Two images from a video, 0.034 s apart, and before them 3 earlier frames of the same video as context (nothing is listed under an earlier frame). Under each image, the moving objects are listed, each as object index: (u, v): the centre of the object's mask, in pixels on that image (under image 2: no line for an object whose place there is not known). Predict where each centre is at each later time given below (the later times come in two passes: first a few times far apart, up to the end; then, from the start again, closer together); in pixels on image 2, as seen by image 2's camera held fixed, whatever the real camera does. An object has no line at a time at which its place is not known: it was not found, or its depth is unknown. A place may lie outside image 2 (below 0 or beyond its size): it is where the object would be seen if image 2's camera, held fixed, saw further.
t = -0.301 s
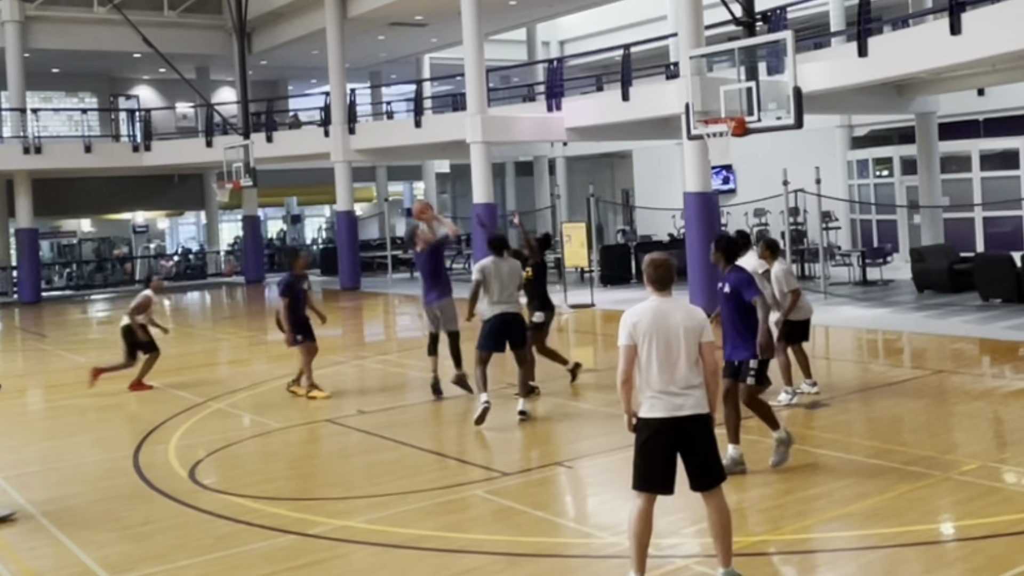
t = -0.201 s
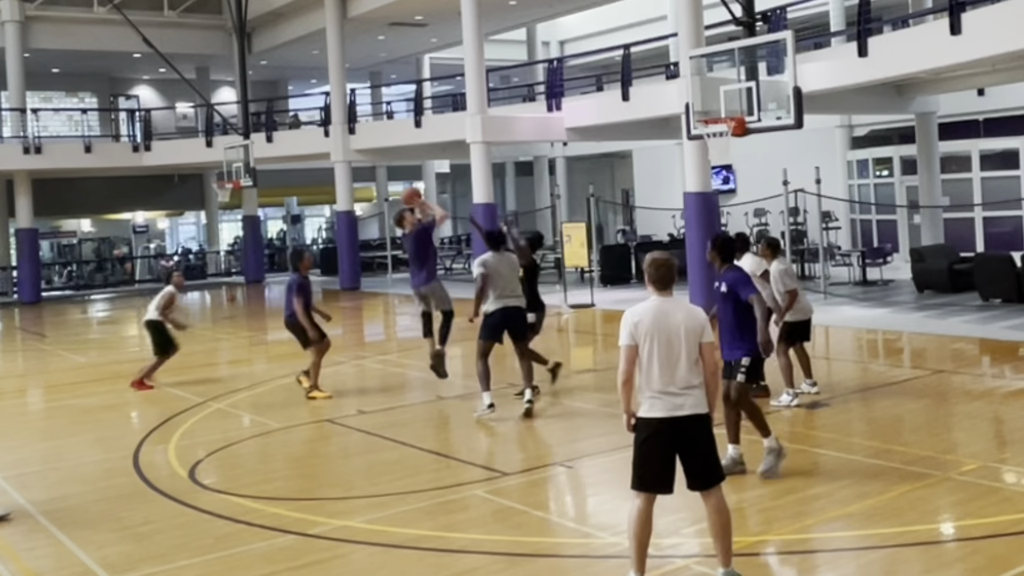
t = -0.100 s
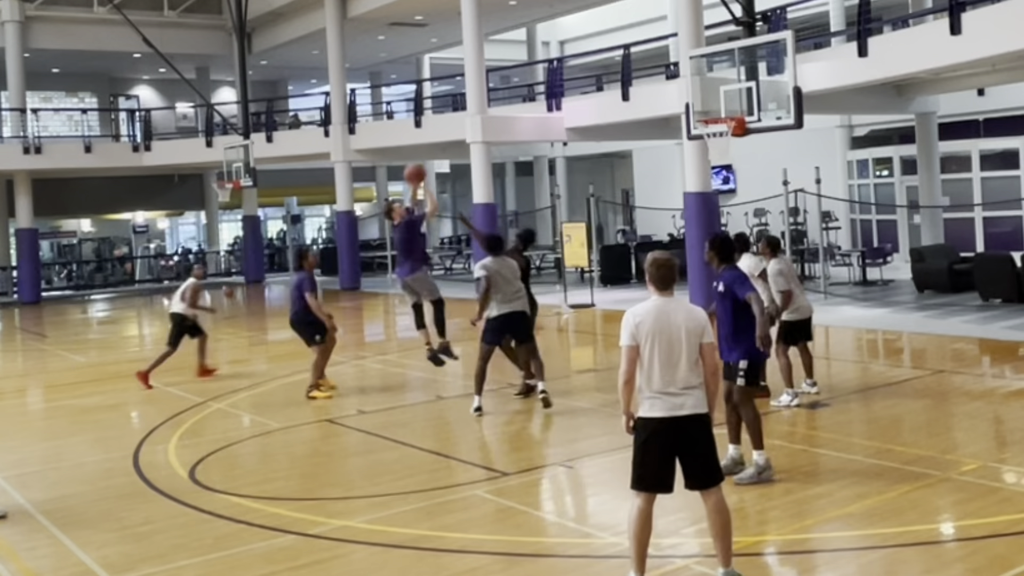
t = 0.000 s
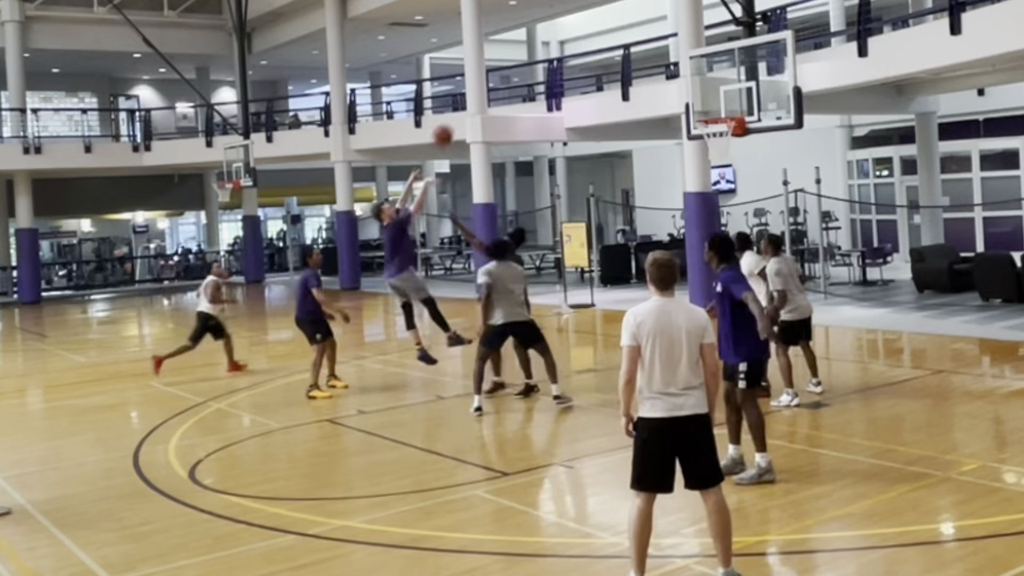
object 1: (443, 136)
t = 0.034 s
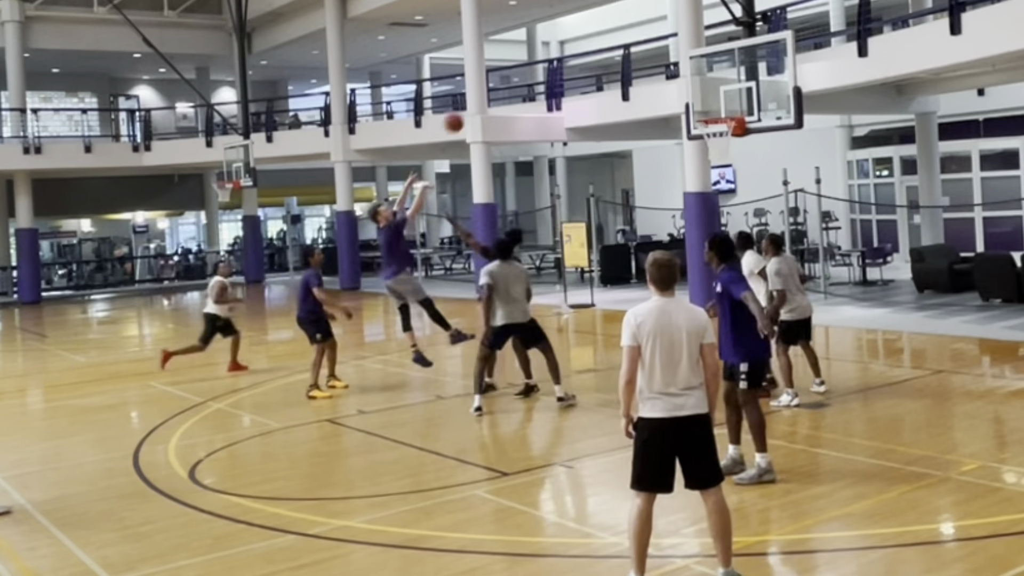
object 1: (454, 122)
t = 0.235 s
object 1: (521, 69)
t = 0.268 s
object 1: (531, 64)
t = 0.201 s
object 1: (508, 76)
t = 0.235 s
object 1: (521, 69)
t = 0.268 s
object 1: (531, 64)
